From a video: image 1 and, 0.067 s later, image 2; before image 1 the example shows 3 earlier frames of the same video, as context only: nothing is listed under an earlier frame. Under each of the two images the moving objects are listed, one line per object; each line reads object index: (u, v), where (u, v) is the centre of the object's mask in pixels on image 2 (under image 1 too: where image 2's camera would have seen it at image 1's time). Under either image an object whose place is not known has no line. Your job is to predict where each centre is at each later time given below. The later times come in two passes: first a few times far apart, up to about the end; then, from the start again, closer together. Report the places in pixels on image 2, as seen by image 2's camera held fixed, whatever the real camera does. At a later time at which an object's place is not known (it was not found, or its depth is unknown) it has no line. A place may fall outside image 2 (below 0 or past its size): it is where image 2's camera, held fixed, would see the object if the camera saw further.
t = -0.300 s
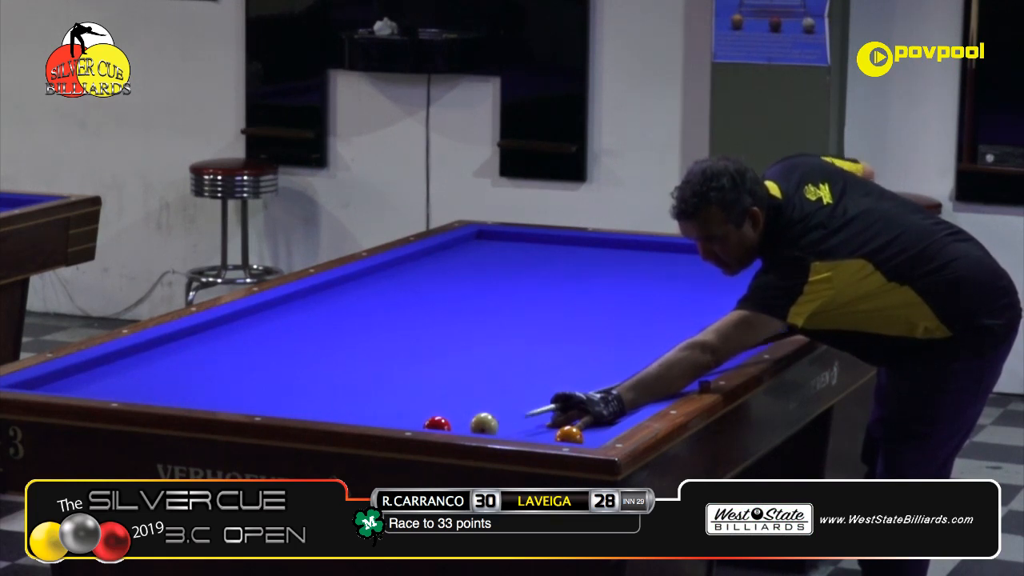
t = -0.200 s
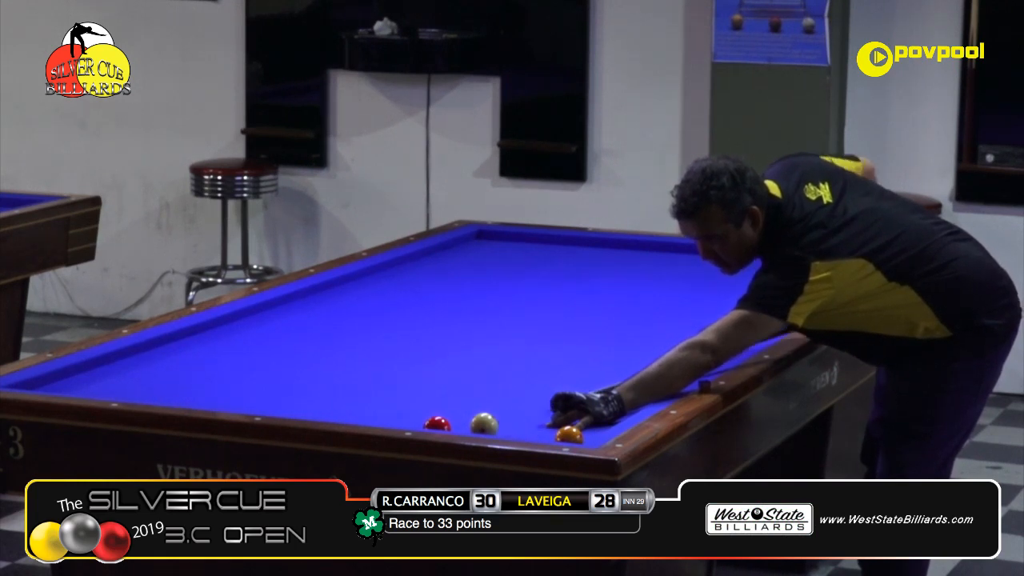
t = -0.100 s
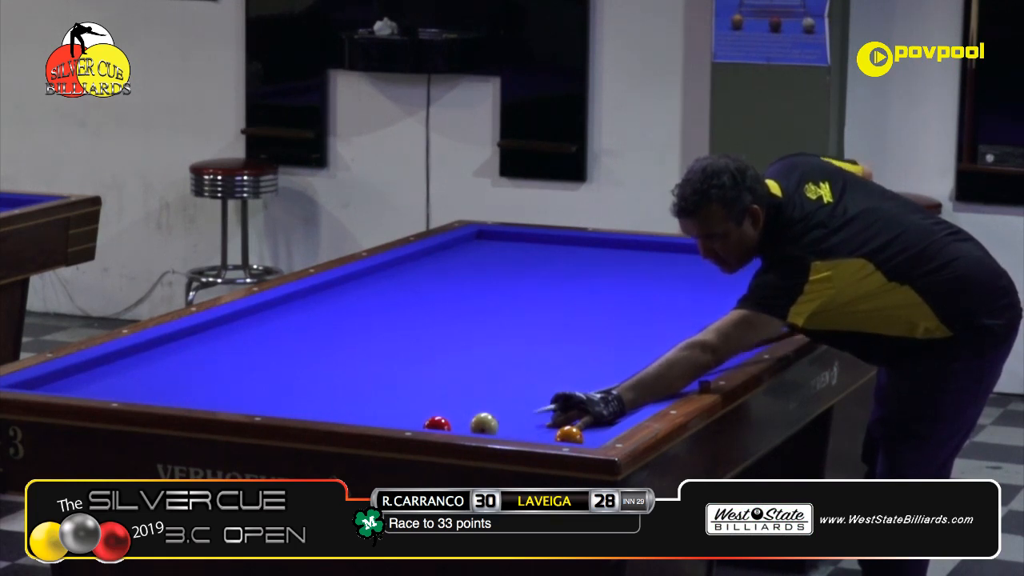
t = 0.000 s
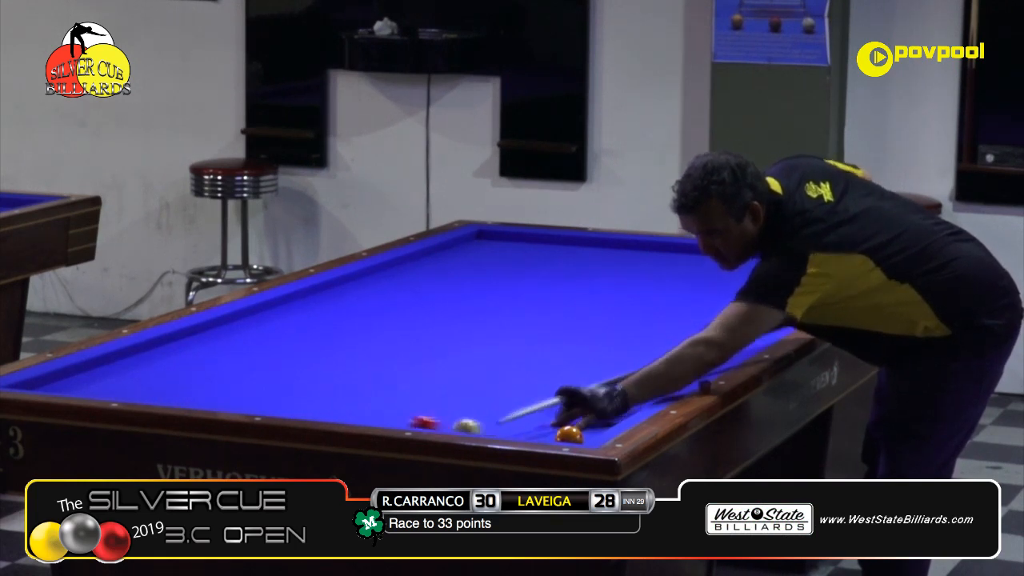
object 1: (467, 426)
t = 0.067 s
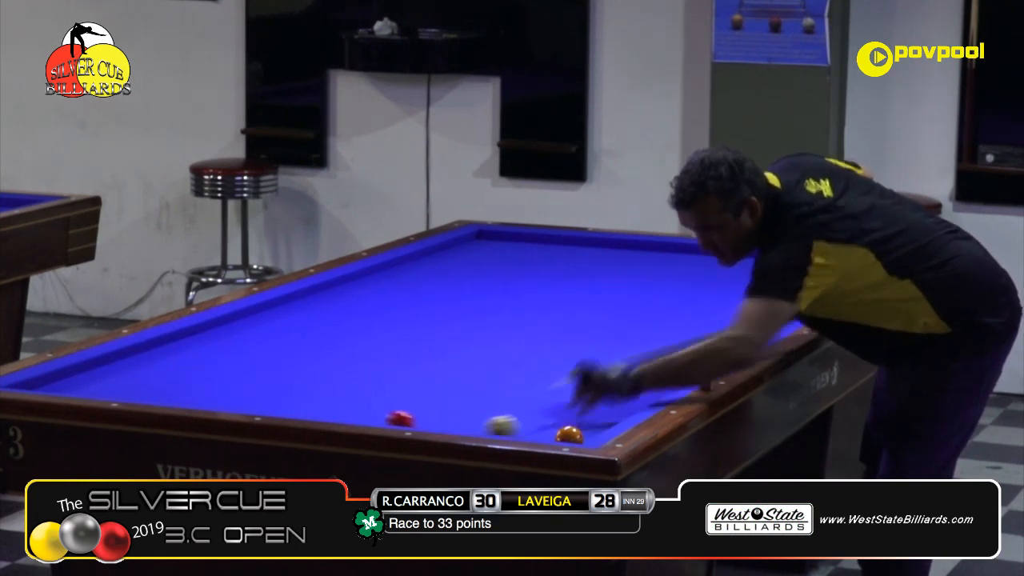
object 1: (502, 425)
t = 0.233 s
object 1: (581, 418)
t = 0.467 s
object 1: (613, 405)
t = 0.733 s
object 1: (601, 384)
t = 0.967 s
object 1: (592, 368)
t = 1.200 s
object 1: (582, 353)
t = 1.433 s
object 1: (574, 338)
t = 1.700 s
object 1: (565, 324)
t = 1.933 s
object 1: (558, 311)
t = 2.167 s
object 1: (552, 300)
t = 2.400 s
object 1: (545, 289)
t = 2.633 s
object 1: (540, 279)
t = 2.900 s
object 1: (534, 268)
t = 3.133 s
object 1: (529, 259)
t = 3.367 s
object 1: (524, 251)
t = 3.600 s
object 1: (520, 243)
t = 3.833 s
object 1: (516, 236)
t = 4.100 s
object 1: (487, 235)
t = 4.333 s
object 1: (472, 238)
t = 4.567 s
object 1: (475, 242)
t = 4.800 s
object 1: (478, 246)
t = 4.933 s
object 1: (480, 248)
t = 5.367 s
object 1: (487, 255)
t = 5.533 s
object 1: (489, 257)
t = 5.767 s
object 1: (492, 261)
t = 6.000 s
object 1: (495, 265)
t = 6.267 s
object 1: (499, 269)
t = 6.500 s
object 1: (502, 272)
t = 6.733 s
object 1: (505, 275)
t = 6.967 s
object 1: (509, 278)
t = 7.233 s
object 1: (512, 282)
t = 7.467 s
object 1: (515, 285)
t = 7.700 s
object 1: (518, 288)
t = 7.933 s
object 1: (521, 291)
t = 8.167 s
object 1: (524, 293)
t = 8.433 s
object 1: (527, 296)
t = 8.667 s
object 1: (530, 298)
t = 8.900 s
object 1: (532, 300)
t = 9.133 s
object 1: (535, 302)
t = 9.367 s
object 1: (536, 304)
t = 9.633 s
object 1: (538, 306)
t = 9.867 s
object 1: (539, 308)
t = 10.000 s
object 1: (540, 309)
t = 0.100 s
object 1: (518, 425)
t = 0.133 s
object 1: (535, 424)
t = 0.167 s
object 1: (550, 423)
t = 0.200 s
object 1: (565, 418)
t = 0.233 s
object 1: (581, 418)
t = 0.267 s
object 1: (595, 419)
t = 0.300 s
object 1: (608, 415)
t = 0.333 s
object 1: (620, 412)
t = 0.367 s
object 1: (619, 410)
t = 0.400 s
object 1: (617, 409)
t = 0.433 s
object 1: (614, 408)
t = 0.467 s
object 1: (613, 405)
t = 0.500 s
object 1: (612, 402)
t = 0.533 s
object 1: (610, 399)
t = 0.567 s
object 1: (609, 397)
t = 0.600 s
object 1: (607, 394)
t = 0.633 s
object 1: (606, 391)
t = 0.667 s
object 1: (604, 389)
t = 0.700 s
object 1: (603, 387)
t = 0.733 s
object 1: (601, 384)
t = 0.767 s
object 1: (600, 382)
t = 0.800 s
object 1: (598, 379)
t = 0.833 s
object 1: (597, 377)
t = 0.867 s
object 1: (596, 374)
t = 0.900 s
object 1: (594, 372)
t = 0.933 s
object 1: (593, 370)
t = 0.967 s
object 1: (592, 368)
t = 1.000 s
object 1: (590, 366)
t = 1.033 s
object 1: (589, 364)
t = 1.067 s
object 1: (588, 361)
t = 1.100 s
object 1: (586, 359)
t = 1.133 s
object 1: (585, 357)
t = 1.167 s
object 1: (584, 355)
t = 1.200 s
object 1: (582, 353)
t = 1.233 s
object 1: (581, 351)
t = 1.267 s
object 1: (580, 348)
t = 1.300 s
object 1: (579, 346)
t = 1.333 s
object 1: (578, 344)
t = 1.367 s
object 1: (577, 342)
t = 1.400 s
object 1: (575, 340)
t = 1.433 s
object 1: (574, 338)
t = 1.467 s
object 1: (573, 337)
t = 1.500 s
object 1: (572, 334)
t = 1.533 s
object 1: (571, 332)
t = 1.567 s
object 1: (570, 331)
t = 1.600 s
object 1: (569, 329)
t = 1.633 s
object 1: (567, 327)
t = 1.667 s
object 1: (567, 325)
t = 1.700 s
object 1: (565, 324)
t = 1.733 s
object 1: (564, 321)
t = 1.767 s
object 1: (563, 320)
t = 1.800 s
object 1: (562, 318)
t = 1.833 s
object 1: (561, 316)
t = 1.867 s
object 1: (560, 315)
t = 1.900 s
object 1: (559, 313)
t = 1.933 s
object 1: (558, 311)
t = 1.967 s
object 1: (557, 310)
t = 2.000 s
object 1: (556, 308)
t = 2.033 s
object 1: (555, 306)
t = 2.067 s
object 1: (554, 305)
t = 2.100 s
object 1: (554, 303)
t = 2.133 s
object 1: (553, 301)
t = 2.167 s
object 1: (552, 300)
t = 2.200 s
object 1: (551, 298)
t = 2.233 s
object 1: (550, 296)
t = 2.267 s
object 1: (549, 295)
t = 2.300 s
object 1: (548, 293)
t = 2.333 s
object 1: (547, 292)
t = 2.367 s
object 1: (546, 291)
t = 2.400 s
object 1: (545, 289)
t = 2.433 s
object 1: (545, 288)
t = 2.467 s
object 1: (544, 286)
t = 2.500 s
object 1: (543, 285)
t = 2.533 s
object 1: (542, 283)
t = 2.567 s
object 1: (541, 282)
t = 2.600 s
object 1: (540, 280)
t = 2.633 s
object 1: (540, 279)
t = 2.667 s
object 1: (539, 277)
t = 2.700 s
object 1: (538, 276)
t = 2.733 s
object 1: (537, 275)
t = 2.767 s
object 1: (537, 273)
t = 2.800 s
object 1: (536, 272)
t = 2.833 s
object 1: (535, 271)
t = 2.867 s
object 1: (534, 269)
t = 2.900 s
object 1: (534, 268)
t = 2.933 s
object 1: (533, 267)
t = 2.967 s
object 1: (532, 266)
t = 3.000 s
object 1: (531, 264)
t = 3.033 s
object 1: (531, 263)
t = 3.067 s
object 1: (530, 261)
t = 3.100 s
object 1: (529, 260)
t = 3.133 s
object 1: (529, 259)
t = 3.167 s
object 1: (528, 258)
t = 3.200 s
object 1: (527, 257)
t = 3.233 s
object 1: (527, 256)
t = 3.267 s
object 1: (526, 254)
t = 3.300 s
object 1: (525, 253)
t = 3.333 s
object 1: (525, 252)
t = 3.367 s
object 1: (524, 251)
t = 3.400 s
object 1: (523, 250)
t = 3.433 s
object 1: (523, 249)
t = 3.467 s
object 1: (522, 248)
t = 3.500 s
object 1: (522, 247)
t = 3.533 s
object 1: (521, 245)
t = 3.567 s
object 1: (520, 244)
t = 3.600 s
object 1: (520, 243)
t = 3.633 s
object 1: (519, 242)
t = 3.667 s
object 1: (519, 241)
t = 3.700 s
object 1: (518, 240)
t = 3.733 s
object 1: (518, 239)
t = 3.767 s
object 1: (517, 238)
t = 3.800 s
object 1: (516, 237)
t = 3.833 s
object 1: (516, 236)
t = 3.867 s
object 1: (515, 235)
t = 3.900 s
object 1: (514, 234)
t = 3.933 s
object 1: (509, 234)
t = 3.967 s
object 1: (504, 235)
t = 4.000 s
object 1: (500, 235)
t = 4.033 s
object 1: (495, 235)
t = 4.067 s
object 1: (491, 235)
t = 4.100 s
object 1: (487, 235)
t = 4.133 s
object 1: (482, 236)
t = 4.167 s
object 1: (478, 236)
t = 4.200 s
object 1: (473, 236)
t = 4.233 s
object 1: (471, 237)
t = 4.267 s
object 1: (471, 237)
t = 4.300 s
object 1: (471, 238)
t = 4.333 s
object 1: (472, 238)
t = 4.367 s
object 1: (472, 239)
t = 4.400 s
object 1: (473, 239)
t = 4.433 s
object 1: (473, 240)
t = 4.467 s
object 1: (474, 240)
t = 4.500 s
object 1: (474, 241)
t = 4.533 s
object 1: (475, 242)
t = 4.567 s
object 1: (475, 242)
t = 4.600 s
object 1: (476, 243)
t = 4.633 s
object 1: (476, 243)
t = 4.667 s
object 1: (476, 244)
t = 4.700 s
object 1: (477, 244)
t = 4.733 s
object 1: (477, 245)
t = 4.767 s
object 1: (478, 246)
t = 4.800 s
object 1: (478, 246)
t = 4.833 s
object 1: (479, 247)
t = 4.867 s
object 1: (479, 247)
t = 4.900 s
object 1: (480, 248)
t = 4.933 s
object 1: (480, 248)
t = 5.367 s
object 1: (487, 255)
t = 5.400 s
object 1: (487, 255)
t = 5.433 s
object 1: (487, 256)
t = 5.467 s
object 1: (488, 257)
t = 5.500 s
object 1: (488, 257)
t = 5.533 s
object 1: (489, 257)
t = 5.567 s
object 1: (489, 258)
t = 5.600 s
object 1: (490, 259)
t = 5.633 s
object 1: (490, 259)
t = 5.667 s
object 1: (491, 260)
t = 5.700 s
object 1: (491, 260)
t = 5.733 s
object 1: (491, 261)
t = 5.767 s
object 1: (492, 261)
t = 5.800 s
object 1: (492, 262)
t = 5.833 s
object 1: (493, 262)
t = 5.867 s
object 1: (493, 263)
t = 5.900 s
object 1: (494, 263)
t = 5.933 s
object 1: (494, 264)
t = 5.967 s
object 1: (494, 264)
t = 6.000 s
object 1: (495, 265)
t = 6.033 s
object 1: (495, 265)
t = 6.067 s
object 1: (496, 266)
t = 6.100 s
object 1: (496, 266)
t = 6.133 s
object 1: (497, 267)
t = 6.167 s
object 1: (497, 267)
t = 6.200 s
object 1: (498, 267)
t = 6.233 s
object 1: (498, 268)
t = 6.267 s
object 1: (499, 269)
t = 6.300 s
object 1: (499, 269)
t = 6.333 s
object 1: (500, 269)
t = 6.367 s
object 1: (500, 270)
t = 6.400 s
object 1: (500, 270)
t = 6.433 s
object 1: (501, 271)
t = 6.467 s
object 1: (501, 271)
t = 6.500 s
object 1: (502, 272)
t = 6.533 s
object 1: (502, 272)
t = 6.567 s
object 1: (503, 273)
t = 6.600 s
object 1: (503, 273)
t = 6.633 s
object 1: (504, 274)
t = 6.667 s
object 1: (504, 274)
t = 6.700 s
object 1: (505, 275)
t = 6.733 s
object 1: (505, 275)
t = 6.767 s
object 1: (506, 275)
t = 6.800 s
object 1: (506, 276)
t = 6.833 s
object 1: (507, 276)
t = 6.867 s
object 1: (507, 277)
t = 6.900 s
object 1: (508, 277)
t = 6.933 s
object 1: (508, 277)
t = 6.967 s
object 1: (509, 278)
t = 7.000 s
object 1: (509, 278)
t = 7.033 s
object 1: (510, 279)
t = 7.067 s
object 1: (510, 279)
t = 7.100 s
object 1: (511, 279)
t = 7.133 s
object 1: (511, 280)
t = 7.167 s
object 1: (511, 281)
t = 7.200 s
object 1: (512, 281)
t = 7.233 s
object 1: (512, 282)
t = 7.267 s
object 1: (513, 282)
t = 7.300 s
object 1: (513, 282)
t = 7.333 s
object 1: (513, 283)
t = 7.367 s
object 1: (514, 283)
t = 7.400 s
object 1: (514, 284)
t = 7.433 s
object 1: (515, 284)
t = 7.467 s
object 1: (515, 285)
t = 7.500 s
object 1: (516, 285)
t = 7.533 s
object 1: (516, 285)
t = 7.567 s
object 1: (517, 286)
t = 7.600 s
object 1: (517, 286)
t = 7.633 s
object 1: (517, 287)
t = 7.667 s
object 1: (518, 287)
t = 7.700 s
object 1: (518, 288)
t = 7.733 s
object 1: (519, 288)
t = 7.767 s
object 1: (519, 288)
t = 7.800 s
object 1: (520, 289)
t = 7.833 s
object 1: (520, 289)
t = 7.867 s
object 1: (520, 289)
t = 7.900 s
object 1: (521, 290)
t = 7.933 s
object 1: (521, 291)
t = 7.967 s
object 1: (522, 291)
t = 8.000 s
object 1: (522, 291)
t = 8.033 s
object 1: (522, 292)
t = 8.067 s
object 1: (523, 292)
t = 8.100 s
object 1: (523, 292)
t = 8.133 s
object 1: (524, 293)
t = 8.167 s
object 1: (524, 293)
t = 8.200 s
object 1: (524, 293)
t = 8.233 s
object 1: (525, 294)
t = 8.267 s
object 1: (525, 294)
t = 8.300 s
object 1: (526, 294)
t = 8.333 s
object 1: (526, 295)
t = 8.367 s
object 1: (526, 295)
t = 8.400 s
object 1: (527, 295)
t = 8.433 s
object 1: (527, 296)
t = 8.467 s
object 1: (527, 296)
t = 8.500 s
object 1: (528, 297)
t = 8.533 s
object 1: (528, 297)
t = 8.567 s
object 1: (529, 297)
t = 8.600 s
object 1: (529, 298)
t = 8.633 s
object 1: (529, 298)
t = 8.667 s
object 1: (530, 298)
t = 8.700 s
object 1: (530, 298)
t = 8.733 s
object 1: (531, 299)
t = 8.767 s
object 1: (531, 299)
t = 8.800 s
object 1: (531, 299)
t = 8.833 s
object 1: (532, 300)
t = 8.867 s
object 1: (532, 300)
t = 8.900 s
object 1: (532, 300)
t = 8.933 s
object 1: (533, 300)
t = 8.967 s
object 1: (533, 301)
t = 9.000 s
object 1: (533, 301)
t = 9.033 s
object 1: (534, 301)
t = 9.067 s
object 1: (534, 302)
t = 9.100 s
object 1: (534, 302)
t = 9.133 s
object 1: (535, 302)
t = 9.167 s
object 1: (535, 303)
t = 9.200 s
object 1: (535, 303)
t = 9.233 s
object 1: (535, 303)
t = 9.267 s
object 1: (535, 303)
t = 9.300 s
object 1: (536, 304)
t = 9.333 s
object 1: (536, 304)
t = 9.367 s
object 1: (536, 304)
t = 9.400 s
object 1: (536, 305)
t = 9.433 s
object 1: (537, 305)
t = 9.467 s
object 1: (537, 305)
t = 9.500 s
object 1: (537, 305)
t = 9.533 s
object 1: (537, 306)
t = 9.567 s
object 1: (538, 306)
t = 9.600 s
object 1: (538, 306)
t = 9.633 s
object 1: (538, 306)
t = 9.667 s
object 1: (538, 307)
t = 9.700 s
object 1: (538, 307)
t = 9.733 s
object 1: (539, 307)
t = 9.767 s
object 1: (539, 307)
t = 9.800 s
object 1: (539, 308)
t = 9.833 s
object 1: (539, 308)
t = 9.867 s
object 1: (539, 308)
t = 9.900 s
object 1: (540, 308)
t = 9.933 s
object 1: (540, 308)
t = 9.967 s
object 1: (540, 309)
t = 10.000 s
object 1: (540, 309)
